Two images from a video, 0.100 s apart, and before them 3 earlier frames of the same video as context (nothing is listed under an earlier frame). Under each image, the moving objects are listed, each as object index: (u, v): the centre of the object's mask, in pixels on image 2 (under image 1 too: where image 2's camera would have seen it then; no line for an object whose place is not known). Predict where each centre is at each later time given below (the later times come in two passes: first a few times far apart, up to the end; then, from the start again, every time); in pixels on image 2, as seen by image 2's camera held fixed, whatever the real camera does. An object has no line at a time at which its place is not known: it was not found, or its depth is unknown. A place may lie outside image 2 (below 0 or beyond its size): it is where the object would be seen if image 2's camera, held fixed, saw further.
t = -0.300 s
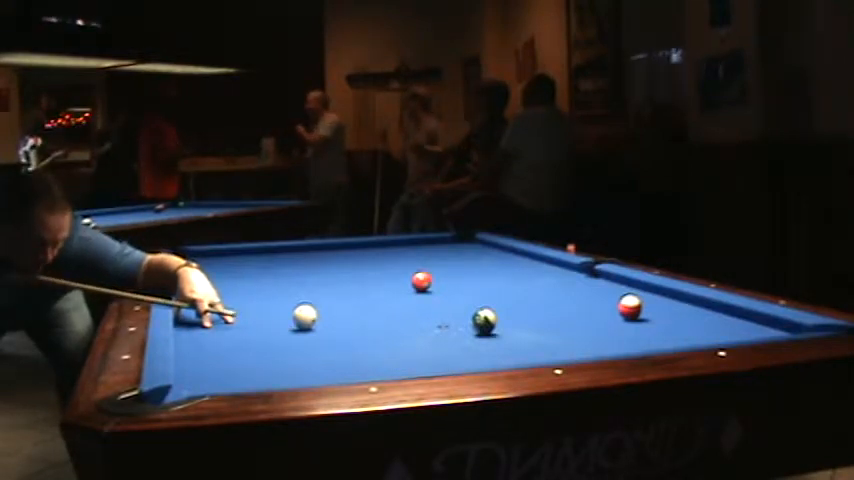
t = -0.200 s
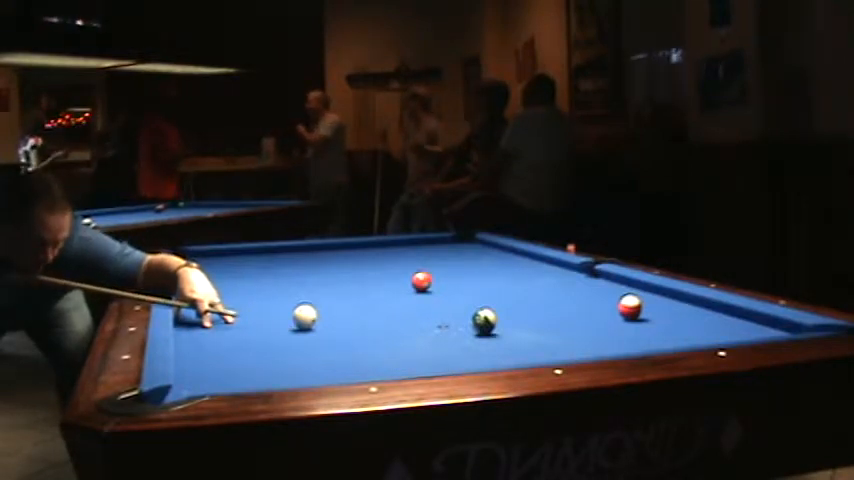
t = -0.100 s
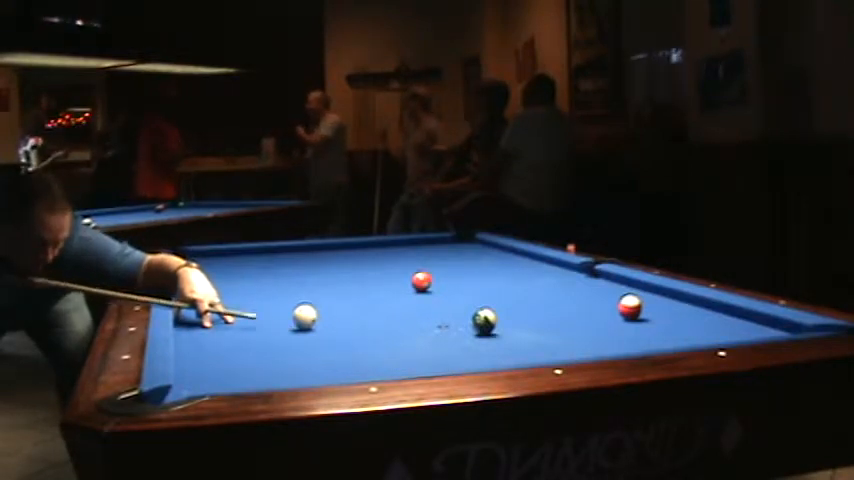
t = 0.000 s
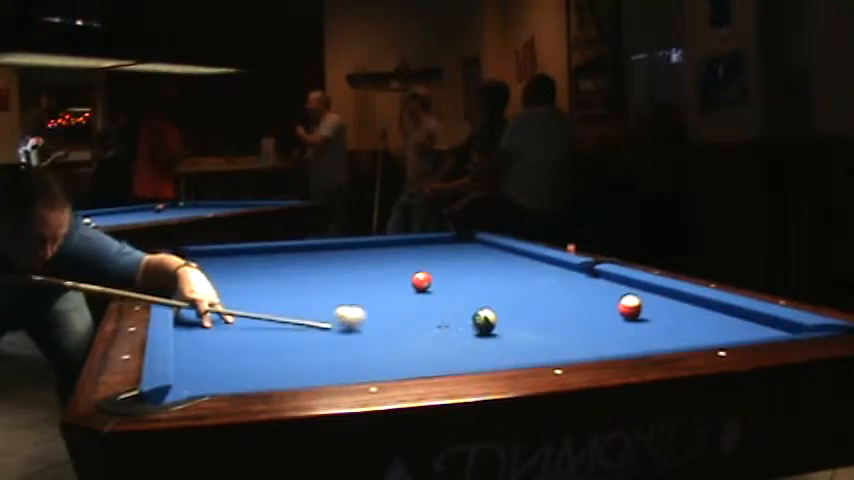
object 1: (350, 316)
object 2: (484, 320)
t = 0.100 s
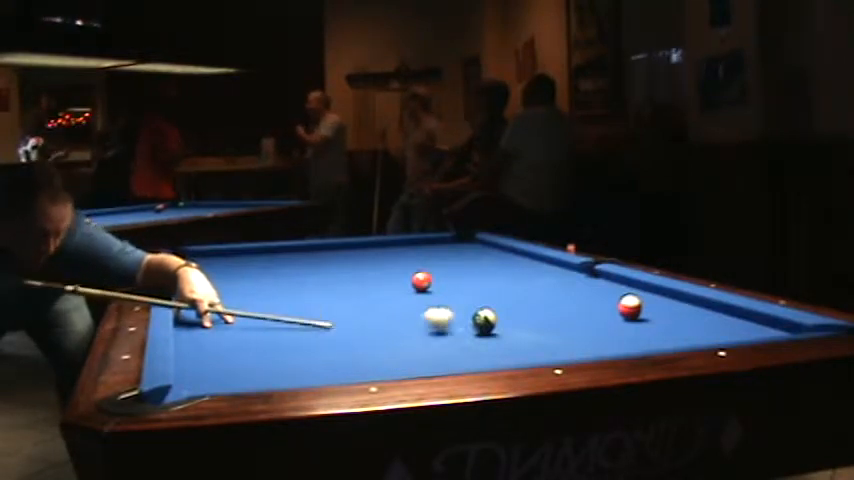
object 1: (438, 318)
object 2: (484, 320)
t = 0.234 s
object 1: (459, 318)
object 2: (565, 323)
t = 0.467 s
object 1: (436, 315)
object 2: (724, 328)
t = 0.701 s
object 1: (416, 311)
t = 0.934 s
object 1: (398, 308)
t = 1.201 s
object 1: (379, 305)
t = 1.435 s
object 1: (365, 303)
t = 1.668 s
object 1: (352, 300)
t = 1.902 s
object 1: (340, 299)
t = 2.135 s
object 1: (330, 297)
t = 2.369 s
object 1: (321, 296)
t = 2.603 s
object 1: (313, 294)
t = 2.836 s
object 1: (306, 293)
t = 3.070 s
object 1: (300, 292)
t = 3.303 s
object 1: (295, 291)
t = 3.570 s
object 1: (291, 290)
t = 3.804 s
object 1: (288, 290)
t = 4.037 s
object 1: (287, 290)
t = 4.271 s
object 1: (286, 290)
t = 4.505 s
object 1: (286, 289)
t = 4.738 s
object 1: (286, 289)
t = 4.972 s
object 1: (286, 289)
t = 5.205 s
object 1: (286, 289)
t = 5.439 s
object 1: (286, 289)
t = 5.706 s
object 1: (286, 289)
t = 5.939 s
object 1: (286, 289)
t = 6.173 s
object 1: (286, 289)
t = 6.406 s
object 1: (286, 289)
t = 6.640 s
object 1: (286, 289)
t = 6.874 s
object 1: (286, 289)
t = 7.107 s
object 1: (286, 289)
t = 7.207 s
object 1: (286, 289)
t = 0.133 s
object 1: (461, 319)
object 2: (491, 319)
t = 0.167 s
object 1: (461, 318)
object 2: (517, 322)
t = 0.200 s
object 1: (461, 318)
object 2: (540, 323)
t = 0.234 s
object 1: (459, 318)
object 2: (565, 323)
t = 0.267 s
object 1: (456, 317)
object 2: (591, 325)
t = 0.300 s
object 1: (452, 317)
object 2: (613, 327)
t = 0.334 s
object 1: (449, 316)
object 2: (637, 326)
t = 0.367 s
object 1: (446, 316)
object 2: (656, 327)
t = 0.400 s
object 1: (443, 316)
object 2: (680, 327)
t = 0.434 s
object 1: (440, 315)
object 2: (701, 328)
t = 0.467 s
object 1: (436, 315)
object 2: (724, 328)
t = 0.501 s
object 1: (434, 314)
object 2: (745, 327)
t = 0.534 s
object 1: (431, 313)
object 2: (770, 326)
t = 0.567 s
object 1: (428, 313)
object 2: (788, 325)
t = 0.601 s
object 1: (425, 312)
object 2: (812, 327)
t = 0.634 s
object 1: (422, 312)
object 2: (837, 327)
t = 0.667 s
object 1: (419, 311)
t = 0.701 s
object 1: (416, 311)
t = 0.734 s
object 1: (413, 310)
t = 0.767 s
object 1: (411, 310)
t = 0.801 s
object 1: (408, 310)
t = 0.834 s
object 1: (406, 309)
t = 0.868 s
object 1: (403, 309)
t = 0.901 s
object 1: (400, 308)
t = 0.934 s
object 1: (398, 308)
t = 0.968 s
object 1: (395, 307)
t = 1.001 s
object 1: (393, 307)
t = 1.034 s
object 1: (390, 307)
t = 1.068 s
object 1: (388, 307)
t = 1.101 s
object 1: (386, 306)
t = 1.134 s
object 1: (384, 305)
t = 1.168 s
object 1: (382, 305)
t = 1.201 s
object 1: (379, 305)
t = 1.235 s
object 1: (377, 305)
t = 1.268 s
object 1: (375, 305)
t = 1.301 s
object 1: (373, 304)
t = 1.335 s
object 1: (371, 303)
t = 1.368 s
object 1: (368, 303)
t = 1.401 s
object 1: (367, 303)
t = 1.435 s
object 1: (365, 303)
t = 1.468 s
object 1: (363, 302)
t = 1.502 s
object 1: (361, 302)
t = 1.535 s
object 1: (359, 302)
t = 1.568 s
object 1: (357, 302)
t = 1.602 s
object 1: (355, 301)
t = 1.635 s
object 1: (354, 301)
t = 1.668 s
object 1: (352, 300)
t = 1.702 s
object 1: (350, 300)
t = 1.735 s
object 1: (348, 300)
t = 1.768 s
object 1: (346, 300)
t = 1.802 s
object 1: (345, 300)
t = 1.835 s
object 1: (343, 299)
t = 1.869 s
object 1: (342, 299)
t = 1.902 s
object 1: (340, 299)
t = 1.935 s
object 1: (338, 299)
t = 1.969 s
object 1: (337, 298)
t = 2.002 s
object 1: (335, 298)
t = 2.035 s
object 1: (334, 298)
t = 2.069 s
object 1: (332, 298)
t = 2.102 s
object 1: (331, 297)
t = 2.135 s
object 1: (330, 297)
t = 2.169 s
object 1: (328, 297)
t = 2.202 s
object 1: (327, 297)
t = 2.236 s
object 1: (326, 296)
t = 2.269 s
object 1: (324, 296)
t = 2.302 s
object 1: (323, 296)
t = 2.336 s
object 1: (322, 296)
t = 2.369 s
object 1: (321, 296)
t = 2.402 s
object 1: (319, 295)
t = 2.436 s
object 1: (319, 295)
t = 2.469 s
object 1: (317, 295)
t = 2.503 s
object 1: (316, 295)
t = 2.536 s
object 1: (315, 295)
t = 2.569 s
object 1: (314, 294)
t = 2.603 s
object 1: (313, 294)
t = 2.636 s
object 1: (312, 294)
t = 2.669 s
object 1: (311, 294)
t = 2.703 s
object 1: (310, 294)
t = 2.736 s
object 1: (309, 294)
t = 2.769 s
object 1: (308, 293)
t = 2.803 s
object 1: (307, 293)
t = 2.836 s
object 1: (306, 293)
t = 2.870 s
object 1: (306, 293)
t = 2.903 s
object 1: (305, 293)
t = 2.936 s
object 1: (303, 293)
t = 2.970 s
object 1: (303, 293)
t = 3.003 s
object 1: (302, 292)
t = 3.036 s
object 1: (301, 292)
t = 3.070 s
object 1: (300, 292)
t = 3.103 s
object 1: (299, 292)
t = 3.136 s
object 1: (299, 292)
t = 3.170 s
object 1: (298, 291)
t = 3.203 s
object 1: (298, 291)
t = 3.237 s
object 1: (297, 291)
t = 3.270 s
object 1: (296, 291)
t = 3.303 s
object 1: (295, 291)
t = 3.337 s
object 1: (295, 291)
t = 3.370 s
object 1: (294, 291)
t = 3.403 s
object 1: (294, 291)
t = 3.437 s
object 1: (293, 291)
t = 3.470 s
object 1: (293, 291)
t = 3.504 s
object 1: (292, 291)
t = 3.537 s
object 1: (292, 290)
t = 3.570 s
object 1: (291, 290)
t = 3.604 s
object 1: (291, 290)
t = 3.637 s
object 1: (290, 290)
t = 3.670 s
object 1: (290, 290)
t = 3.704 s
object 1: (289, 290)
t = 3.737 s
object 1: (289, 290)
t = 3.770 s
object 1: (288, 290)
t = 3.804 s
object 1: (288, 290)
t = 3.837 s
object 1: (288, 290)
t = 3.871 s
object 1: (288, 290)
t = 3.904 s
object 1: (288, 290)
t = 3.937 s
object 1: (288, 290)
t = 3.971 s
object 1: (288, 290)
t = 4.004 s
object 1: (288, 290)
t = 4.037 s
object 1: (287, 290)
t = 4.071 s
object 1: (287, 290)
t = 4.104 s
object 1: (287, 290)
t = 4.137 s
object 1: (287, 290)
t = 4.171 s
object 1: (287, 290)
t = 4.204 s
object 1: (287, 290)
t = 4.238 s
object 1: (287, 290)
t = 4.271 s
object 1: (286, 290)
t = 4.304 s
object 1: (286, 289)
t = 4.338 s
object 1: (286, 290)
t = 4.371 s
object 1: (286, 290)
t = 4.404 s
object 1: (286, 289)
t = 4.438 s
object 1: (286, 289)
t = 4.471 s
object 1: (286, 289)
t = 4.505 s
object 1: (286, 289)
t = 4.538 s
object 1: (286, 289)
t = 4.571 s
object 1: (286, 289)
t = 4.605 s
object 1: (286, 289)
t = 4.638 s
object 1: (286, 289)
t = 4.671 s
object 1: (286, 289)
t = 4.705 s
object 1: (286, 289)
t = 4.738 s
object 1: (286, 289)
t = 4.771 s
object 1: (286, 289)
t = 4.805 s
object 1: (286, 289)
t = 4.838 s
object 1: (286, 289)
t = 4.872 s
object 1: (286, 289)
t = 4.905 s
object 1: (286, 289)
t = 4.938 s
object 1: (286, 289)
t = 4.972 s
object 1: (286, 289)
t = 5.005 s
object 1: (286, 289)
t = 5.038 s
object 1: (286, 289)
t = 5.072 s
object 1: (286, 289)
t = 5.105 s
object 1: (286, 289)
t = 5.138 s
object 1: (286, 289)
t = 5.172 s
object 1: (286, 289)
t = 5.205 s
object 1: (286, 289)
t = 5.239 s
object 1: (286, 289)
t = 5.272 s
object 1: (286, 289)
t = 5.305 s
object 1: (286, 289)
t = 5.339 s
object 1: (286, 289)
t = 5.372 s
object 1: (286, 289)
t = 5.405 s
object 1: (286, 289)
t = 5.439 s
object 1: (286, 289)
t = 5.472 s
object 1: (286, 289)
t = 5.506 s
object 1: (286, 289)
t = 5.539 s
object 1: (286, 289)
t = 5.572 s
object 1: (286, 289)
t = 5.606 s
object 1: (286, 289)
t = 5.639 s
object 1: (286, 289)
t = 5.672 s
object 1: (286, 289)
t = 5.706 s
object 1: (286, 289)
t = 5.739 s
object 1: (286, 289)
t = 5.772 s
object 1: (286, 289)
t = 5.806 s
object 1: (286, 289)
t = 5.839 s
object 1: (286, 289)
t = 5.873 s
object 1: (286, 289)
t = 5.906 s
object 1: (286, 289)
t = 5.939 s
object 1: (286, 289)
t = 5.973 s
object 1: (286, 289)
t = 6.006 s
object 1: (286, 289)
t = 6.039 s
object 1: (286, 289)
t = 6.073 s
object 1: (286, 289)
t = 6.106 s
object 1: (286, 289)
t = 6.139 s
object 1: (286, 289)
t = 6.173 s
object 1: (286, 289)
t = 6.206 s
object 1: (286, 289)
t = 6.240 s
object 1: (286, 289)
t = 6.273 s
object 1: (286, 289)
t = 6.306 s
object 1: (286, 289)
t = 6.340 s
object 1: (286, 289)
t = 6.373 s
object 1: (286, 289)
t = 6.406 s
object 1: (286, 289)
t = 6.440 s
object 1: (286, 289)
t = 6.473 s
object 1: (286, 289)
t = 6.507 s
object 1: (286, 289)
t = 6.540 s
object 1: (286, 289)
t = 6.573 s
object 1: (286, 289)
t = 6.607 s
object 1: (286, 289)
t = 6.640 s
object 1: (286, 289)
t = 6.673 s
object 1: (286, 289)
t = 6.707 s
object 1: (286, 289)
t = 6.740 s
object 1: (286, 289)
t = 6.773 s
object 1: (286, 289)
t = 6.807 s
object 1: (286, 289)
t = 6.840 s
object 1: (286, 289)
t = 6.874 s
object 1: (286, 289)
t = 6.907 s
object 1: (286, 289)
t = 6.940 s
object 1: (286, 289)
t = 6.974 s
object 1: (286, 289)
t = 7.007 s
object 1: (286, 289)
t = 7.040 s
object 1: (286, 289)
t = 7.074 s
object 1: (286, 289)
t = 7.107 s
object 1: (286, 289)
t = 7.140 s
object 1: (286, 289)
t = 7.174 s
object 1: (286, 289)
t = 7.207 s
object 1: (286, 289)
